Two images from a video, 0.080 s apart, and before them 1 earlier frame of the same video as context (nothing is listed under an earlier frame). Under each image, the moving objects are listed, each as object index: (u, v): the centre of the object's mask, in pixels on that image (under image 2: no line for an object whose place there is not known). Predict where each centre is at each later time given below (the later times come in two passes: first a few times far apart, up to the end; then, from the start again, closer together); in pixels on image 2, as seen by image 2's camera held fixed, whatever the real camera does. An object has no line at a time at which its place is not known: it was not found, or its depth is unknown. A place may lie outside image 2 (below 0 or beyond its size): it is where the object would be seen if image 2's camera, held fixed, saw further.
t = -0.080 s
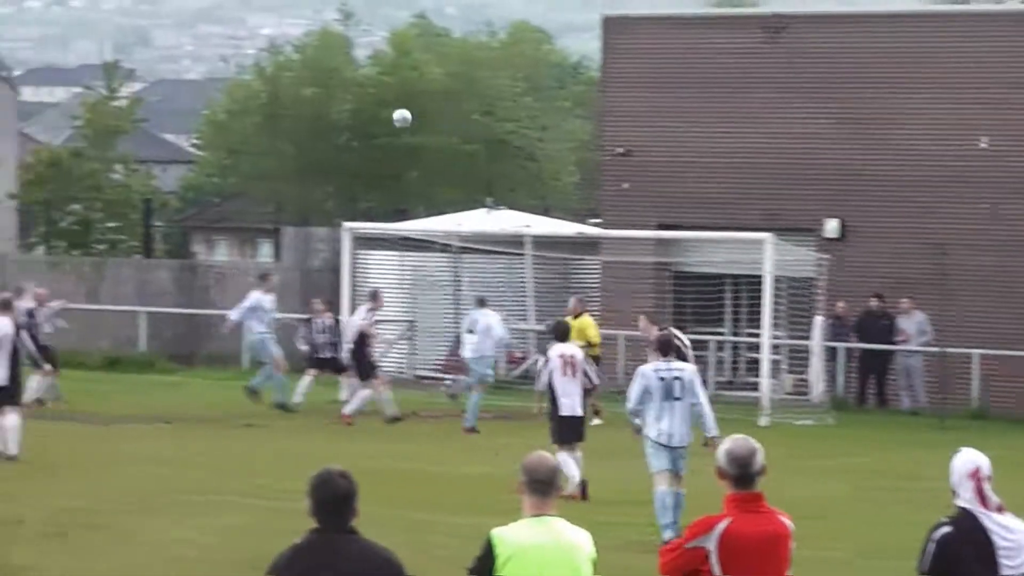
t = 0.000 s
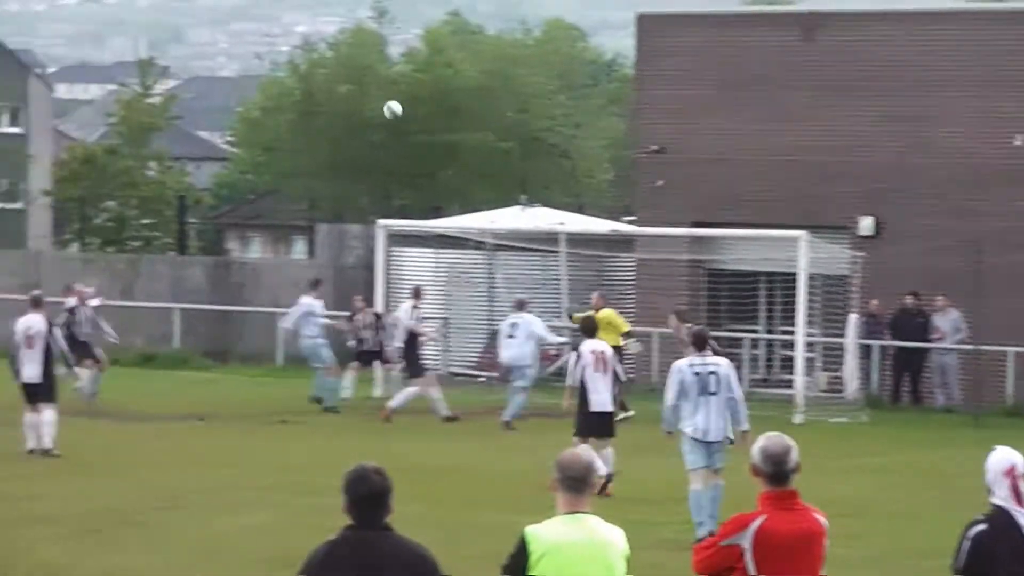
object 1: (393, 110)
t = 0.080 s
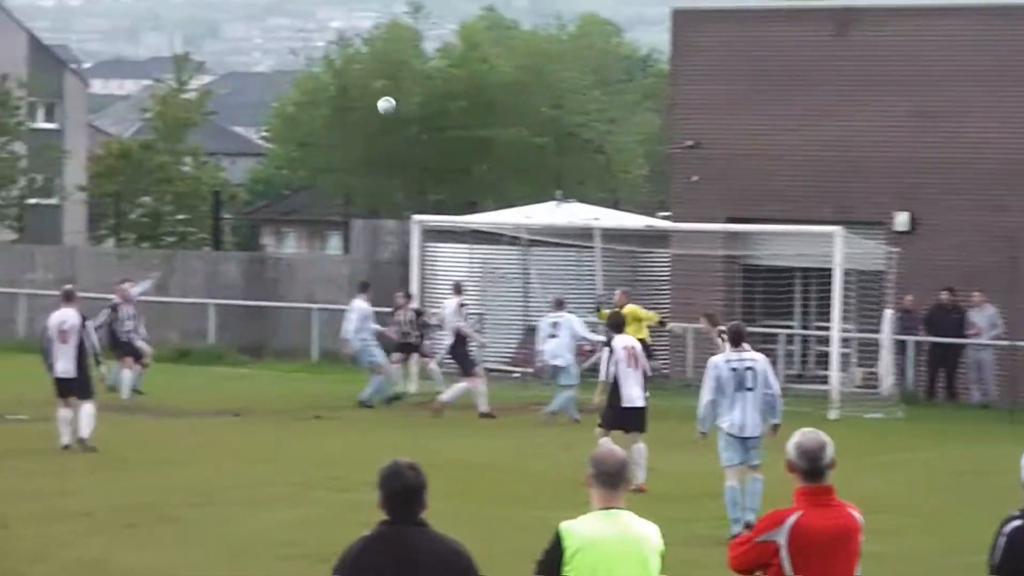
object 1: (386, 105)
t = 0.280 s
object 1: (290, 127)
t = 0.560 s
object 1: (169, 210)
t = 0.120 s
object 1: (366, 108)
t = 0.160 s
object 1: (347, 111)
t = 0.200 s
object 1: (327, 115)
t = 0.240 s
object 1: (308, 120)
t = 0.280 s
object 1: (290, 127)
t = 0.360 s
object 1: (254, 146)
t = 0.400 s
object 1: (236, 156)
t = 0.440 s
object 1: (219, 168)
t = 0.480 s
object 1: (201, 181)
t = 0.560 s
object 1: (169, 210)
